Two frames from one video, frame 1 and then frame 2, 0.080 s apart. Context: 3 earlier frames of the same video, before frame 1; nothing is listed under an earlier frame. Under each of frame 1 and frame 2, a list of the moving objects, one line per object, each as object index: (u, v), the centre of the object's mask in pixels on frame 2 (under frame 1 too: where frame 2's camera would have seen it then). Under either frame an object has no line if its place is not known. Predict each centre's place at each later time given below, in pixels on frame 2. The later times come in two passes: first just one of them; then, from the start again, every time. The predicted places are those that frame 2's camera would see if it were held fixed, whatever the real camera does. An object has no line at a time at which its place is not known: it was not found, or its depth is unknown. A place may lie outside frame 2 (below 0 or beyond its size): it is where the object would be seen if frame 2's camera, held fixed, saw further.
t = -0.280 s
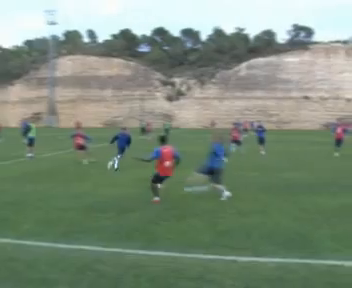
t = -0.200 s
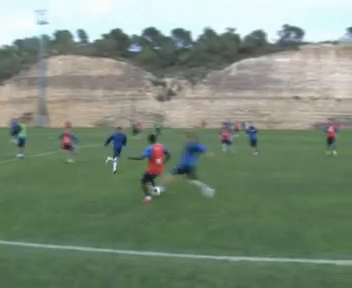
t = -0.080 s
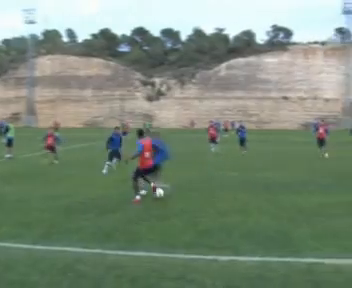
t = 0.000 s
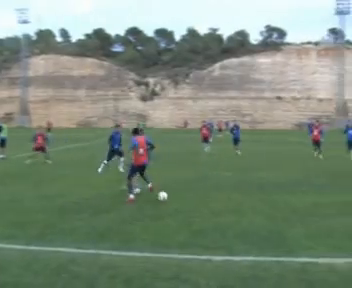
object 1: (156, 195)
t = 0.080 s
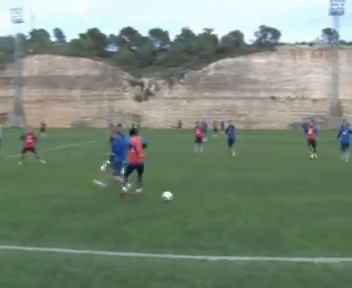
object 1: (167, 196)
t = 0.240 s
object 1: (188, 200)
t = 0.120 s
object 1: (172, 196)
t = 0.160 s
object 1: (178, 198)
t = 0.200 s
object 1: (183, 200)
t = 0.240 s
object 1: (188, 200)
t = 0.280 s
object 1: (193, 200)
